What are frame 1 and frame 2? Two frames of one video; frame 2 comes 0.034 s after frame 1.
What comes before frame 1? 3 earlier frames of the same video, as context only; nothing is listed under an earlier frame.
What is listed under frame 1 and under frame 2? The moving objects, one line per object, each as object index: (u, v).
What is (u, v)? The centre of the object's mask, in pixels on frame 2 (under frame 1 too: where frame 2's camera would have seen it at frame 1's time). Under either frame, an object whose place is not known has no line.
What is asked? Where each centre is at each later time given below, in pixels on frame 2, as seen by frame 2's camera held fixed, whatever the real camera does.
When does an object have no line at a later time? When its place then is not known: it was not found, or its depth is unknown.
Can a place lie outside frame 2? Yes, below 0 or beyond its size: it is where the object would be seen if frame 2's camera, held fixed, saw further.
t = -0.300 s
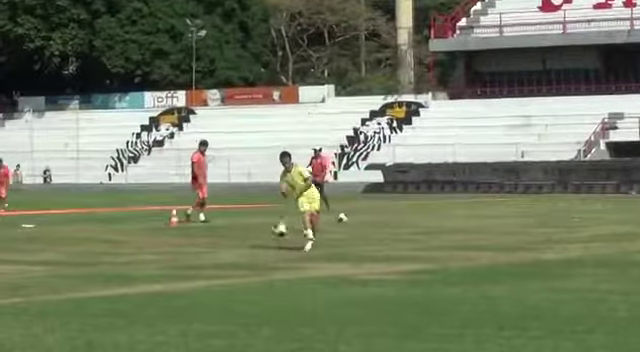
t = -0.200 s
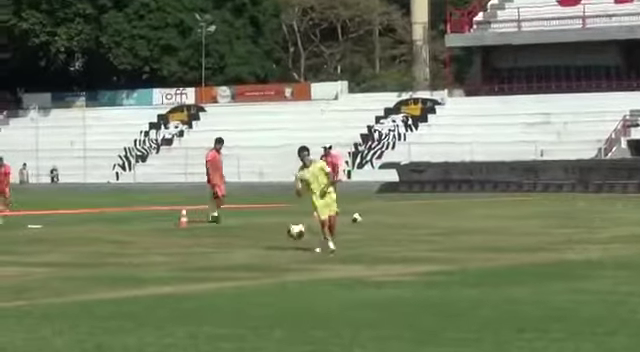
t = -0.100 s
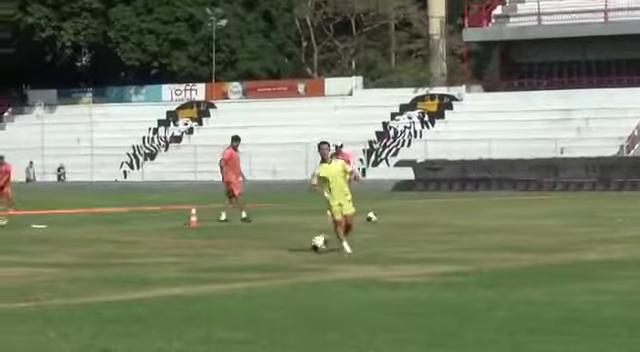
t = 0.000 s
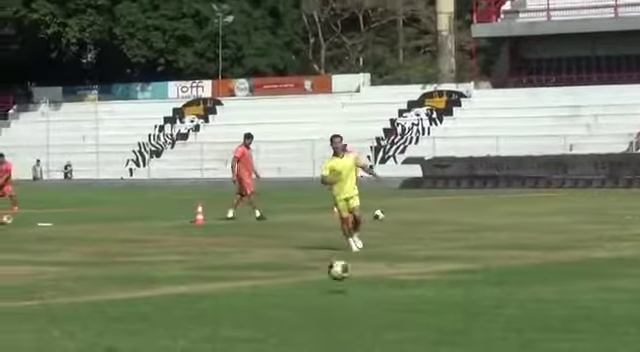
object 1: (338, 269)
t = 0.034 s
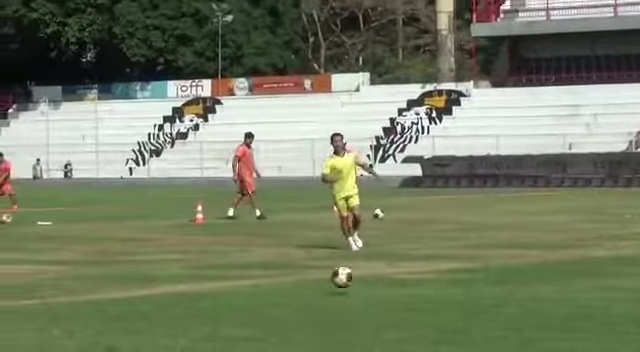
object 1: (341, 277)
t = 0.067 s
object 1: (349, 293)
